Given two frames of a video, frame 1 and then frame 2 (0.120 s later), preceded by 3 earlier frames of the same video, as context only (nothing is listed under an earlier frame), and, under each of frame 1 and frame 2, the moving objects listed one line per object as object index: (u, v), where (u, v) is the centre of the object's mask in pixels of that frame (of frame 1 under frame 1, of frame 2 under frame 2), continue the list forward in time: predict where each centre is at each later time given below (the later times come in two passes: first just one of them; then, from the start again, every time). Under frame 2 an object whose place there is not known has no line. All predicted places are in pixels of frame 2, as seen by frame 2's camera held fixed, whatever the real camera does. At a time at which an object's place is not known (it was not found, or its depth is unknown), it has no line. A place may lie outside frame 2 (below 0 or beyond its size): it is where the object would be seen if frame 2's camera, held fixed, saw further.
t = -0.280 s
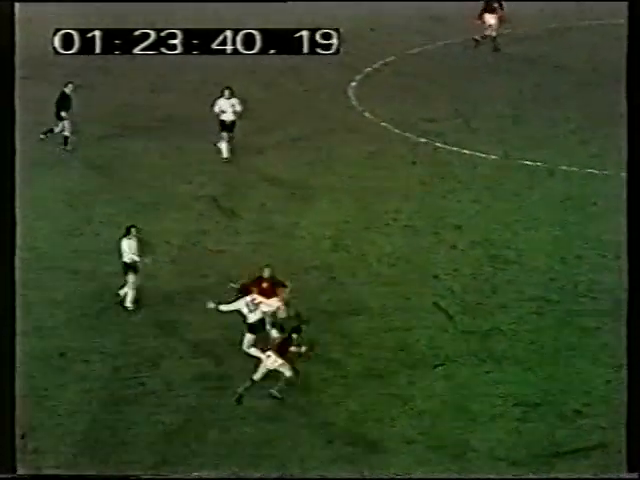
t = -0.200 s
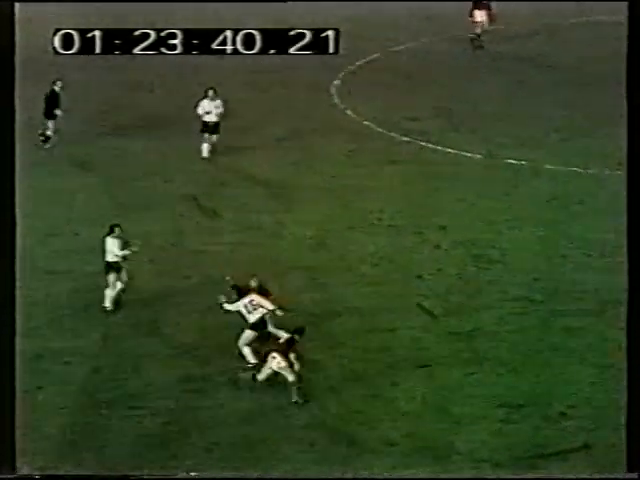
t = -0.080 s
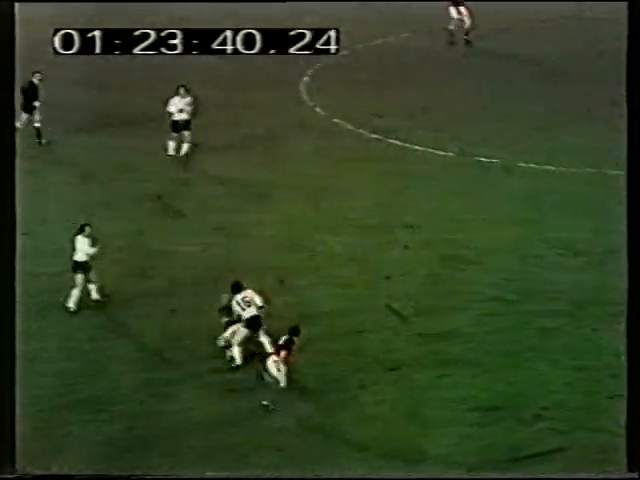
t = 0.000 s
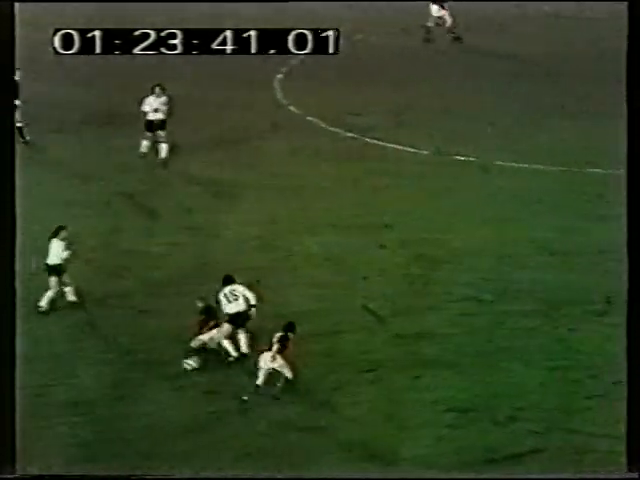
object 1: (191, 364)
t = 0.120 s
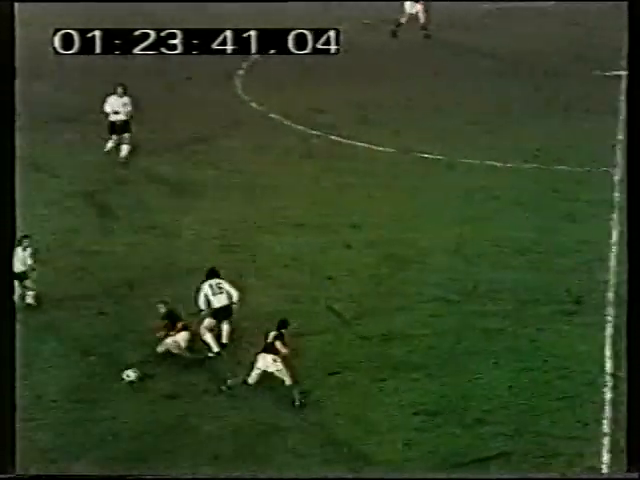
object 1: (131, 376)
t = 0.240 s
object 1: (110, 387)
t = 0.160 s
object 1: (125, 378)
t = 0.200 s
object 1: (116, 383)
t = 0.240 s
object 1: (110, 387)
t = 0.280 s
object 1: (104, 388)
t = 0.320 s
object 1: (99, 391)
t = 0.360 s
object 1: (94, 393)
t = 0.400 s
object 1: (90, 394)
